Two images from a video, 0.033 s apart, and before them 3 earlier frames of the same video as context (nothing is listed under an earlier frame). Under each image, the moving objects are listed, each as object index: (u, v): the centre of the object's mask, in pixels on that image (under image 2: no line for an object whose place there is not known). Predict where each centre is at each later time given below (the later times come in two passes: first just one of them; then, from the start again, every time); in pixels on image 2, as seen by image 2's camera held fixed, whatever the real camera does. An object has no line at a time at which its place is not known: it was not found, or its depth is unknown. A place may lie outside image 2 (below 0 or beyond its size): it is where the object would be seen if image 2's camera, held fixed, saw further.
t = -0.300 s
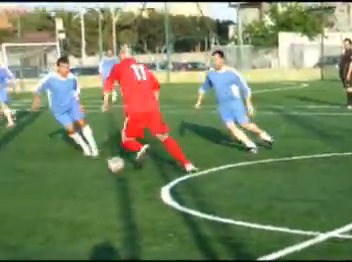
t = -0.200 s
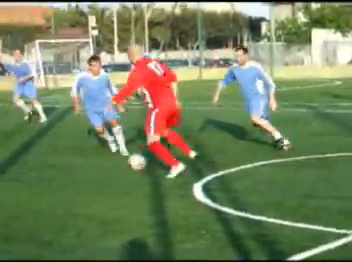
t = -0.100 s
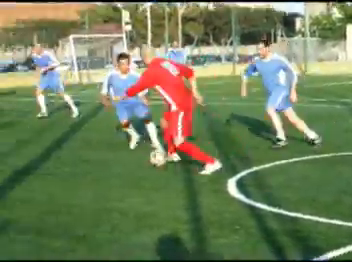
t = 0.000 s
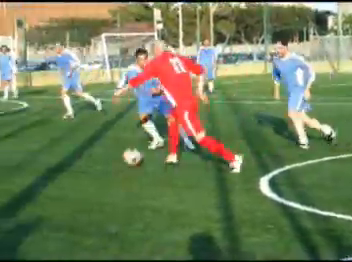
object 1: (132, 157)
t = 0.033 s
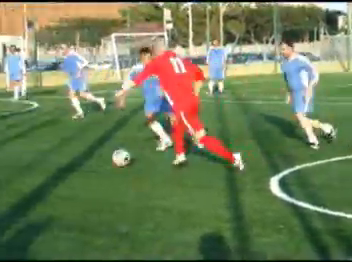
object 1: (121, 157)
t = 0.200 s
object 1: (25, 161)
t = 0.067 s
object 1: (100, 159)
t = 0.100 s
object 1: (80, 162)
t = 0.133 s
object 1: (60, 159)
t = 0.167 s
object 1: (43, 161)
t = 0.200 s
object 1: (25, 161)
